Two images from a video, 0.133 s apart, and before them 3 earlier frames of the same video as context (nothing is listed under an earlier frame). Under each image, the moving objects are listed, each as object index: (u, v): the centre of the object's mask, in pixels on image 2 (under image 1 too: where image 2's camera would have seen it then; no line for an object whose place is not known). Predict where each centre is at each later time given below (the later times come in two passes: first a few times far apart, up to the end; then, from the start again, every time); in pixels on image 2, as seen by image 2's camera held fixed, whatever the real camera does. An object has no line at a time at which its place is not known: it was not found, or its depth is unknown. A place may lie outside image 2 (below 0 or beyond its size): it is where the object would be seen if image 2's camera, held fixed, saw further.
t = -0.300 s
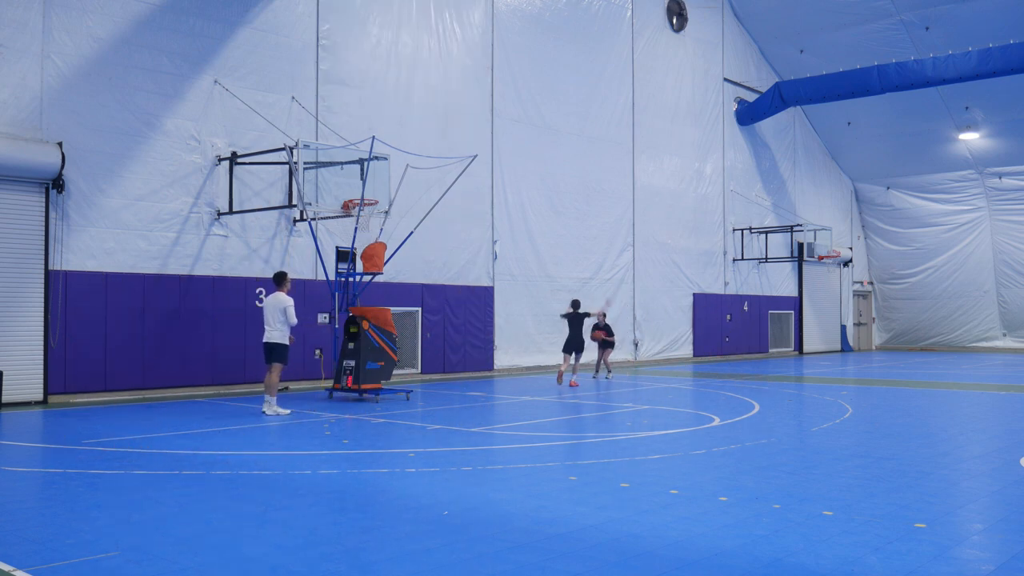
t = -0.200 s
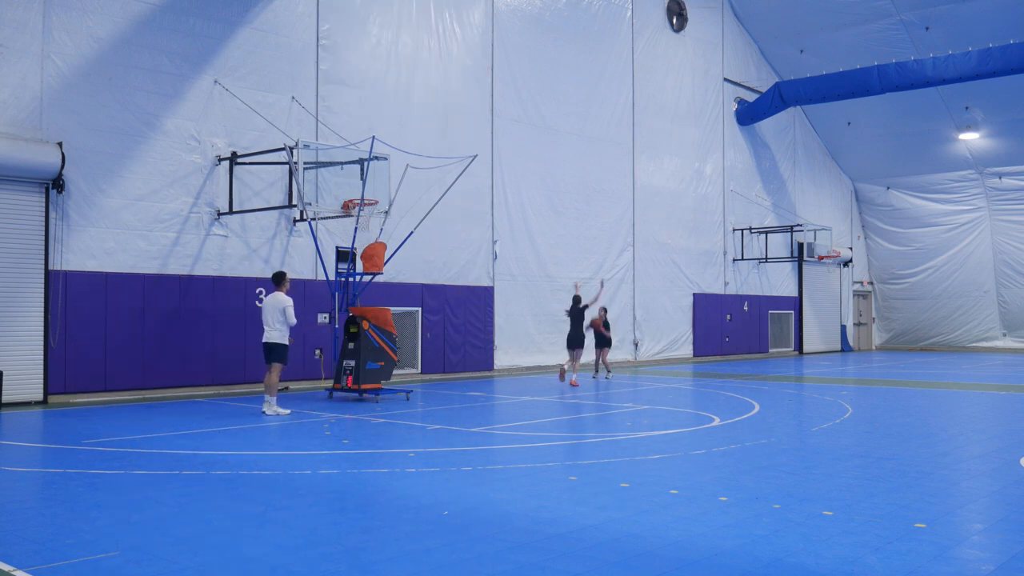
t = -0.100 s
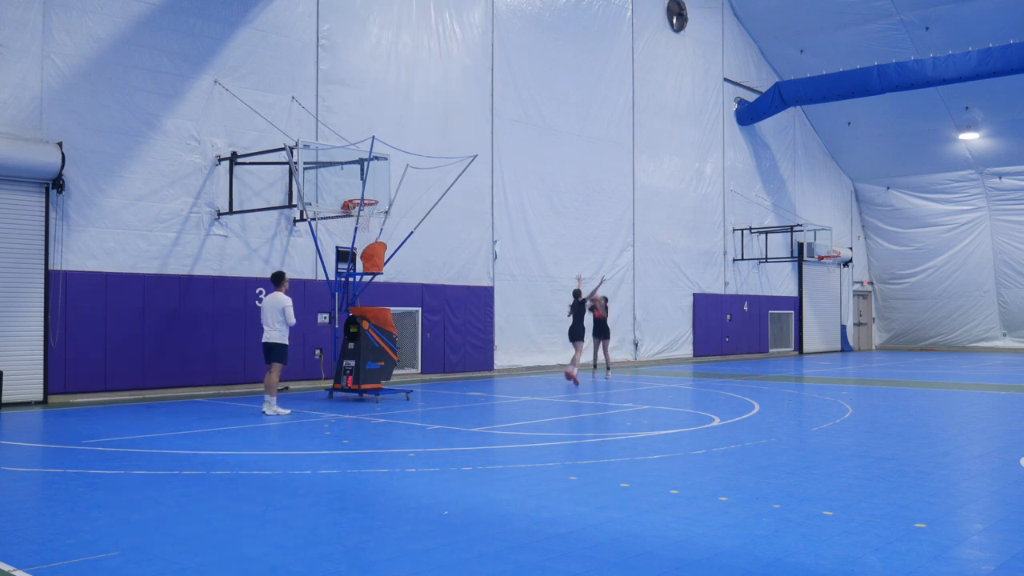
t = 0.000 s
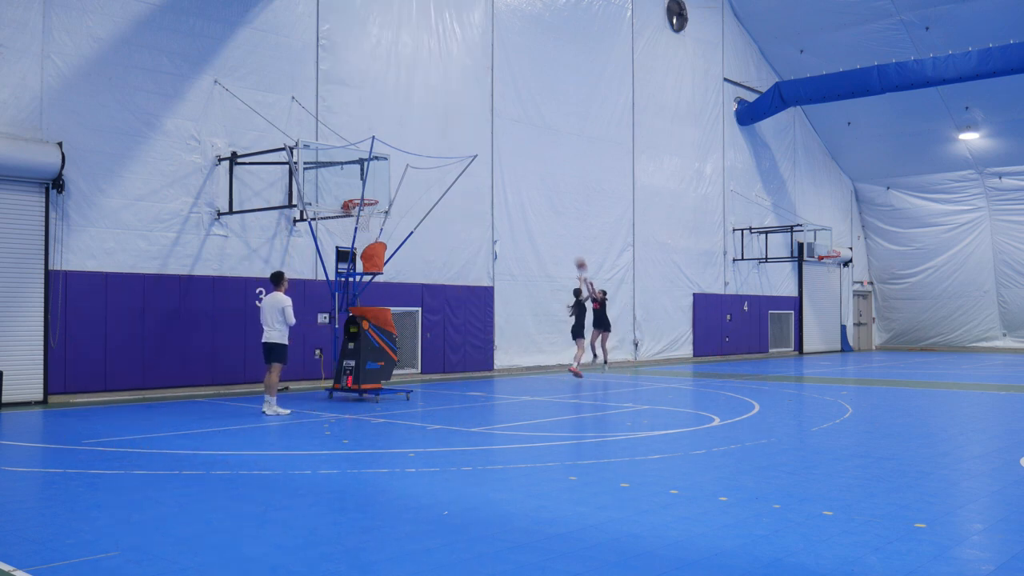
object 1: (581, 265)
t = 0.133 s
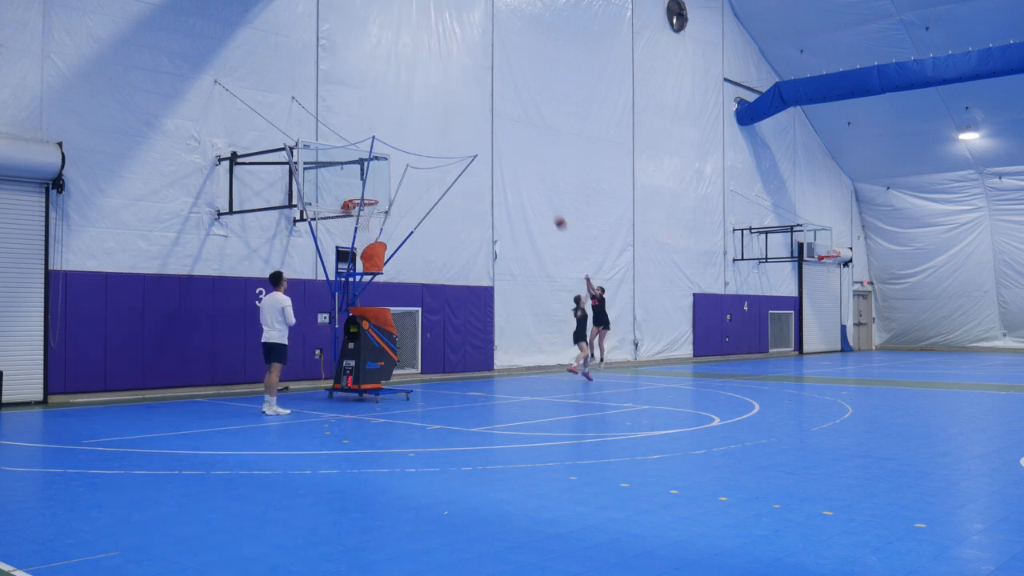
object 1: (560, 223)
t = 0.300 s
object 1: (533, 180)
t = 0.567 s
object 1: (488, 138)
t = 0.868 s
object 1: (433, 135)
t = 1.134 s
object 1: (379, 179)
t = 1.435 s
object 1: (353, 216)
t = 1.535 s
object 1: (355, 229)
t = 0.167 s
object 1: (555, 214)
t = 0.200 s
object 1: (550, 205)
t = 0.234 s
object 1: (544, 196)
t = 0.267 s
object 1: (539, 187)
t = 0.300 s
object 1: (533, 180)
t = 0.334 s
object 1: (528, 173)
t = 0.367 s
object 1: (523, 166)
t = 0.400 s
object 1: (517, 161)
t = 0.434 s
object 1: (511, 155)
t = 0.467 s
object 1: (506, 150)
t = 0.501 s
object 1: (500, 146)
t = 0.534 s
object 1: (494, 142)
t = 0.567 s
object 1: (488, 138)
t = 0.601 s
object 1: (482, 136)
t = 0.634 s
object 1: (476, 134)
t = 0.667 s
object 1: (470, 132)
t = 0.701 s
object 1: (464, 131)
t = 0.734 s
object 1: (458, 131)
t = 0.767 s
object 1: (452, 131)
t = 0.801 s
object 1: (447, 132)
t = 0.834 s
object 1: (440, 133)
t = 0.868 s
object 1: (433, 135)
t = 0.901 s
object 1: (427, 138)
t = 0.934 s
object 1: (420, 142)
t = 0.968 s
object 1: (413, 146)
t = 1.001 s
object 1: (407, 151)
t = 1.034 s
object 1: (400, 157)
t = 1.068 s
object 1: (393, 163)
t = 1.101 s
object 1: (386, 170)
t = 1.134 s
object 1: (379, 179)
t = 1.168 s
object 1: (372, 187)
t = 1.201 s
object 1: (364, 194)
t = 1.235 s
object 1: (353, 208)
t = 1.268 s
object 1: (353, 210)
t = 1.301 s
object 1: (352, 211)
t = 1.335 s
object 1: (352, 212)
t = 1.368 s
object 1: (352, 213)
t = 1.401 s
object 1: (353, 214)
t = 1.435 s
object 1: (353, 216)
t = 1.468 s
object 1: (354, 219)
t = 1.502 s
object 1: (355, 224)
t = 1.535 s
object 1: (355, 229)
